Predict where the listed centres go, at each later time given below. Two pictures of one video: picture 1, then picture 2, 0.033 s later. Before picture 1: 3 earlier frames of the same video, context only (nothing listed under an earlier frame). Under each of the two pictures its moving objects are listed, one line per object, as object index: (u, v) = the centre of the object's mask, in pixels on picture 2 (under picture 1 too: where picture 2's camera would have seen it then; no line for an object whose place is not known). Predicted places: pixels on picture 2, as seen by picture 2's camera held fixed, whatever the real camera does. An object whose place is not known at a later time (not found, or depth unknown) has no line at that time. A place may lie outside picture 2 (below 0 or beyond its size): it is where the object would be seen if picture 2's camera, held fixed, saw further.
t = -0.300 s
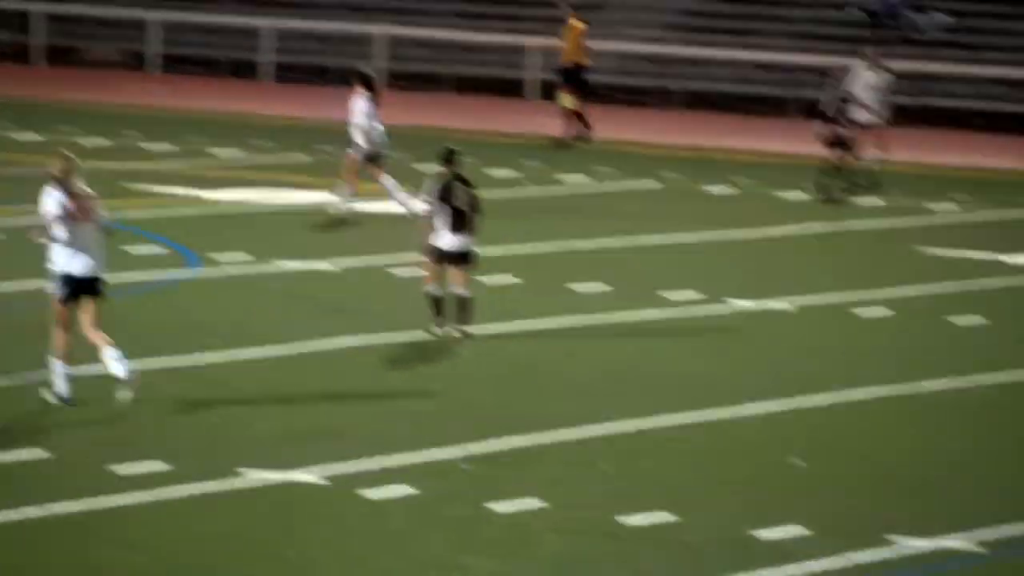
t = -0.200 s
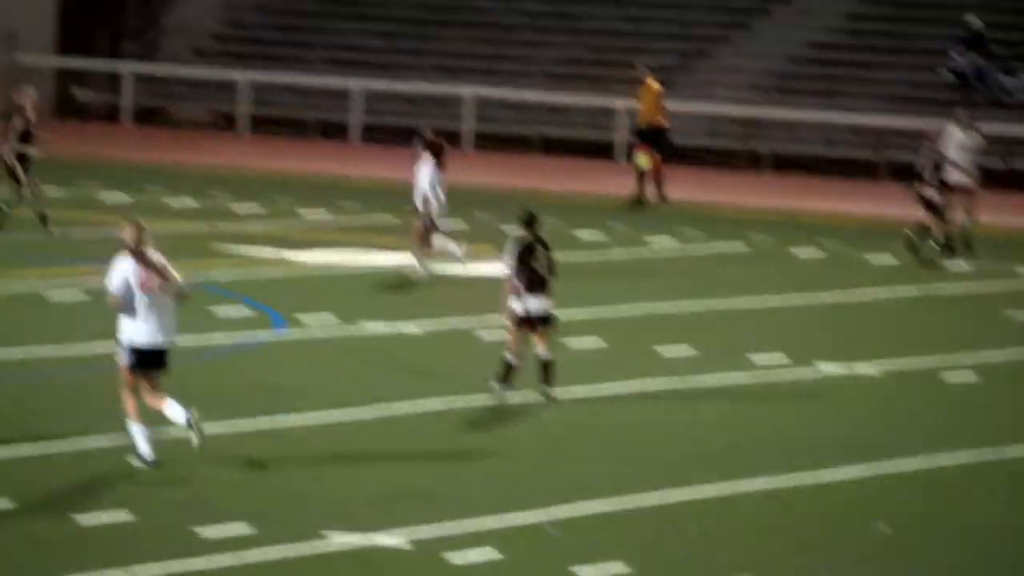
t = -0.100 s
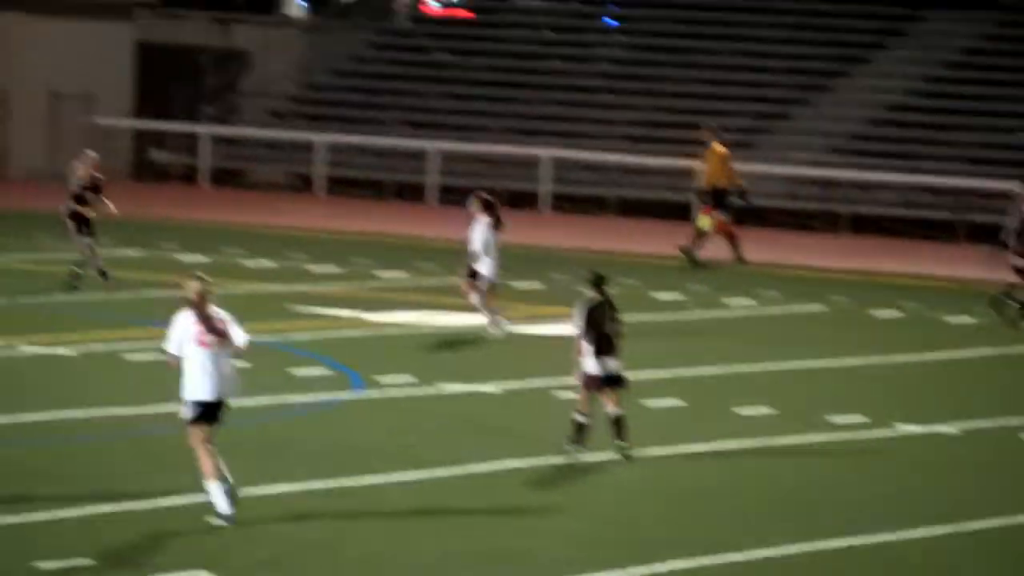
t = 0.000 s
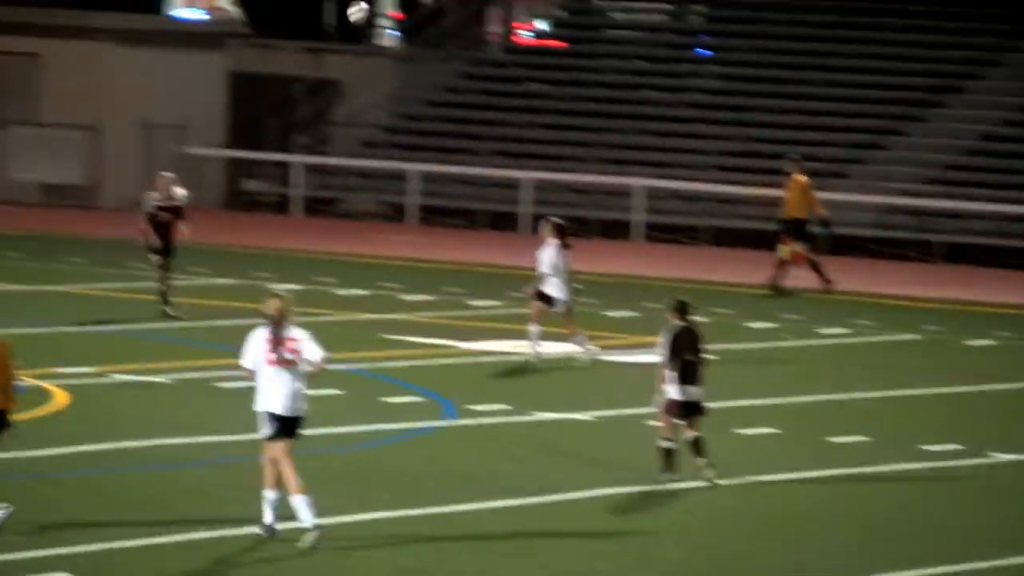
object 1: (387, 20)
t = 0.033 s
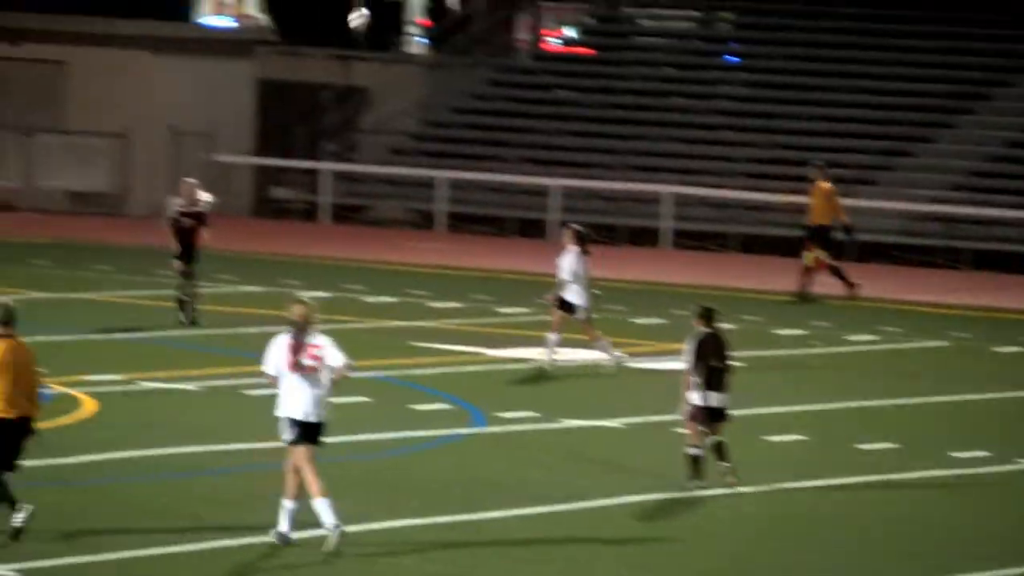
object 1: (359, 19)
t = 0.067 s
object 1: (330, 19)
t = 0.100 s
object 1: (302, 19)
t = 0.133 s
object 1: (273, 21)
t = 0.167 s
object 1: (245, 22)
